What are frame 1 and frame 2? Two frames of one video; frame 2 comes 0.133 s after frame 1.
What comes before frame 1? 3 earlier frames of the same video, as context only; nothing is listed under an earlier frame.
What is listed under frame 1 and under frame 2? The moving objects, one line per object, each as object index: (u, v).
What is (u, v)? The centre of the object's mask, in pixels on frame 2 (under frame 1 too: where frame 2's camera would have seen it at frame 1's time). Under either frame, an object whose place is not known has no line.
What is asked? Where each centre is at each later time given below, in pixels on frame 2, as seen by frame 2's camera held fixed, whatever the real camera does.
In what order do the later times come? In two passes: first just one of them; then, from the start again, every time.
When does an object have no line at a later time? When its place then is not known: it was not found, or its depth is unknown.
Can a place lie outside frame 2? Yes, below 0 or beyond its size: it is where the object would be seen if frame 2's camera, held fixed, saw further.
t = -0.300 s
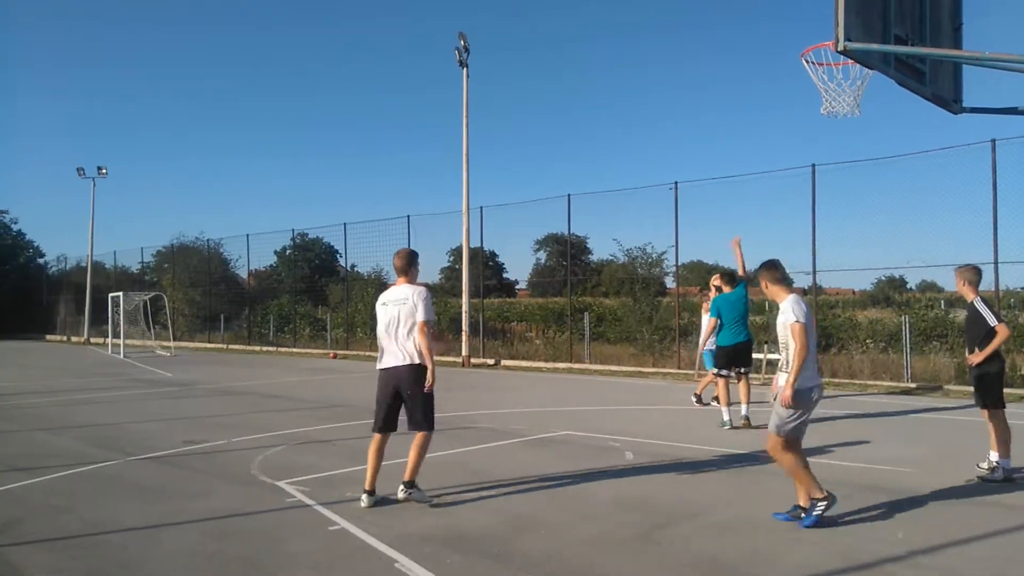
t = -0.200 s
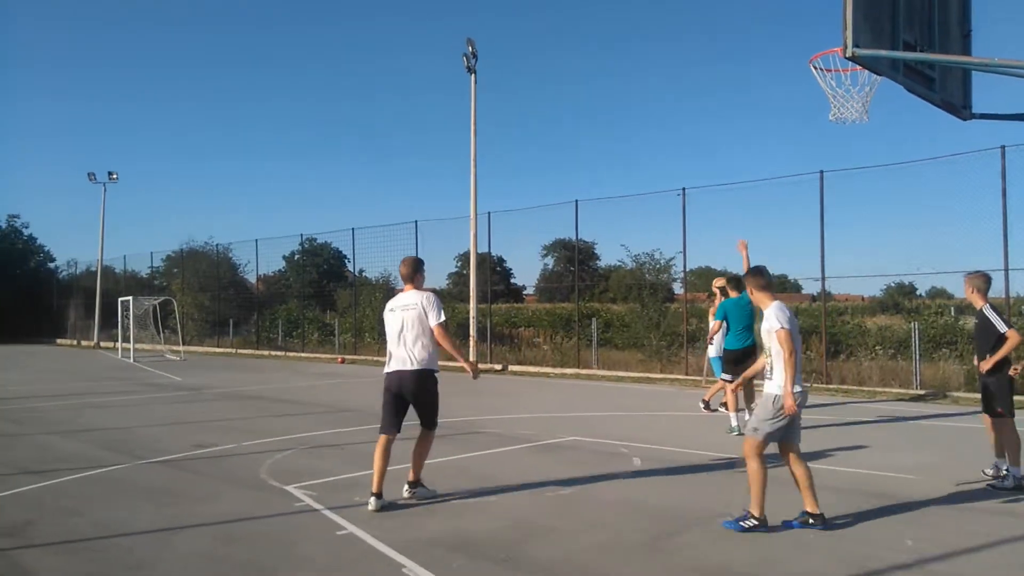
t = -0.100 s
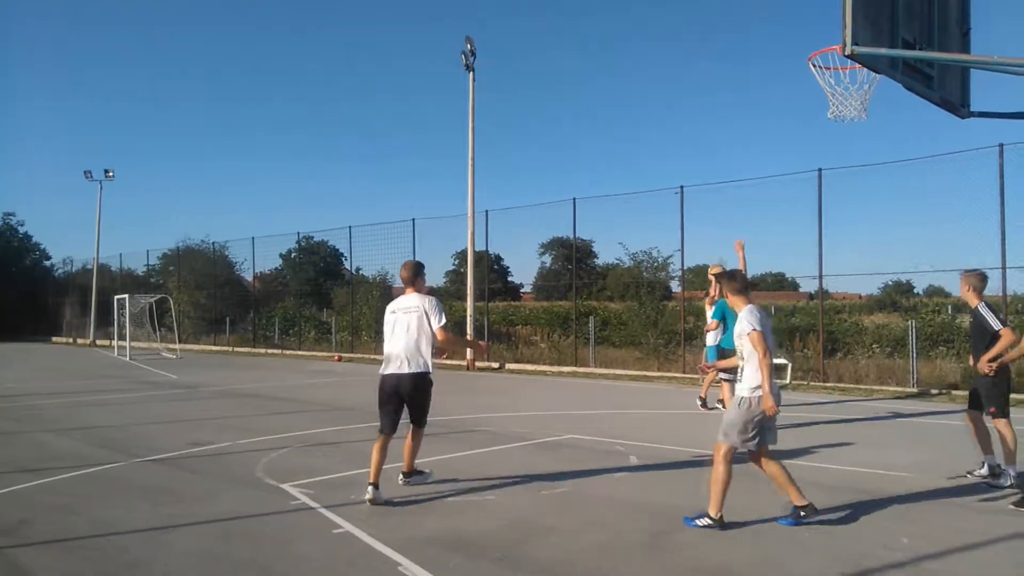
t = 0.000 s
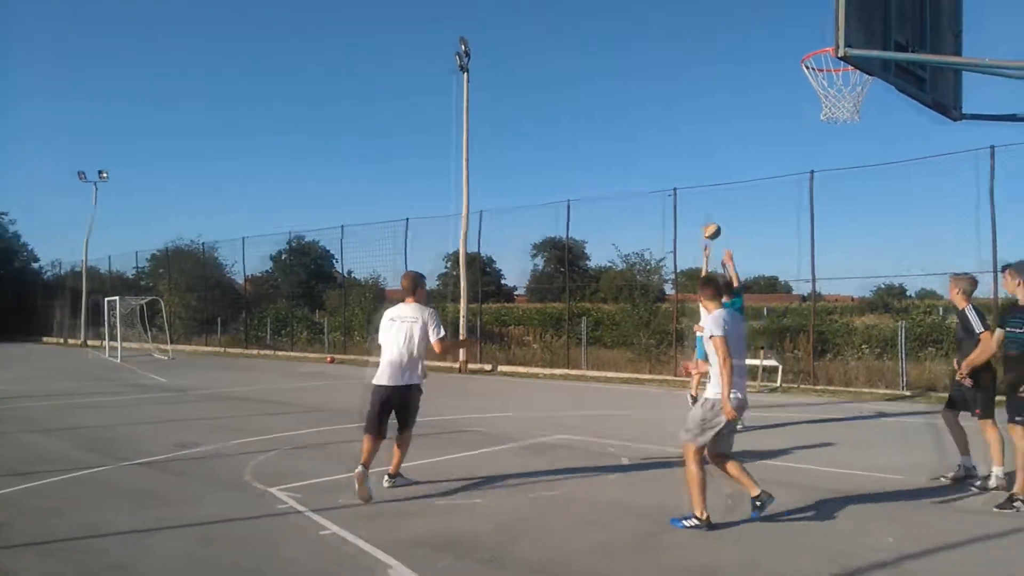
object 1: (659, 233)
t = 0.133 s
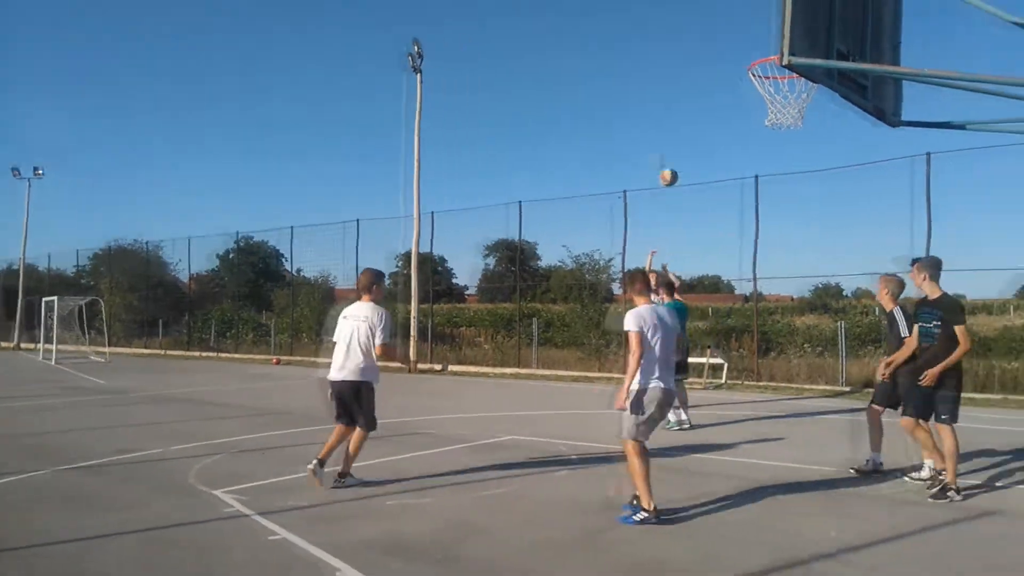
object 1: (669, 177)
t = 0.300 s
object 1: (683, 111)
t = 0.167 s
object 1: (673, 162)
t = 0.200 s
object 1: (676, 149)
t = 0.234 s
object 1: (680, 136)
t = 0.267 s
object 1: (682, 124)
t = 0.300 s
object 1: (683, 111)
